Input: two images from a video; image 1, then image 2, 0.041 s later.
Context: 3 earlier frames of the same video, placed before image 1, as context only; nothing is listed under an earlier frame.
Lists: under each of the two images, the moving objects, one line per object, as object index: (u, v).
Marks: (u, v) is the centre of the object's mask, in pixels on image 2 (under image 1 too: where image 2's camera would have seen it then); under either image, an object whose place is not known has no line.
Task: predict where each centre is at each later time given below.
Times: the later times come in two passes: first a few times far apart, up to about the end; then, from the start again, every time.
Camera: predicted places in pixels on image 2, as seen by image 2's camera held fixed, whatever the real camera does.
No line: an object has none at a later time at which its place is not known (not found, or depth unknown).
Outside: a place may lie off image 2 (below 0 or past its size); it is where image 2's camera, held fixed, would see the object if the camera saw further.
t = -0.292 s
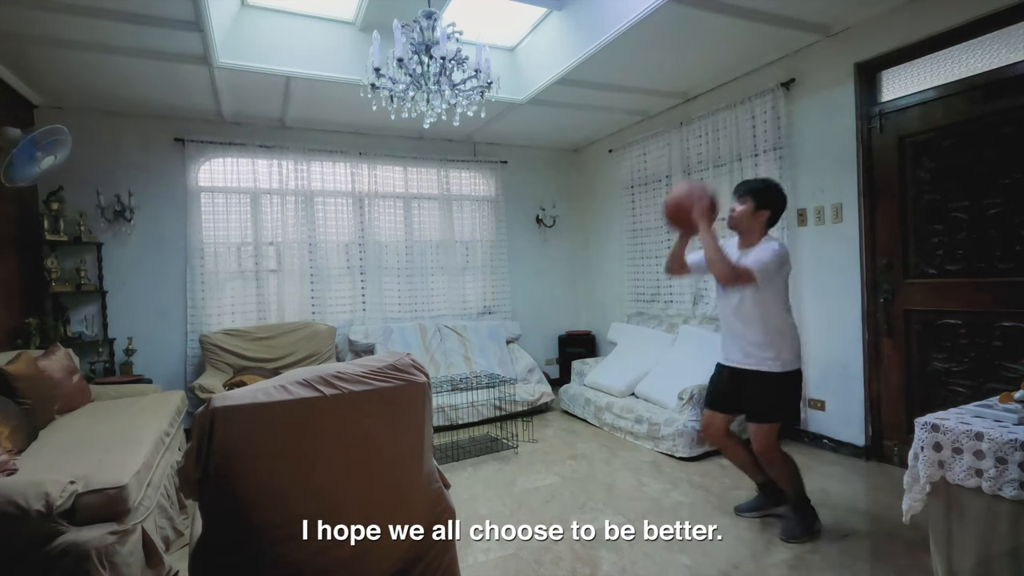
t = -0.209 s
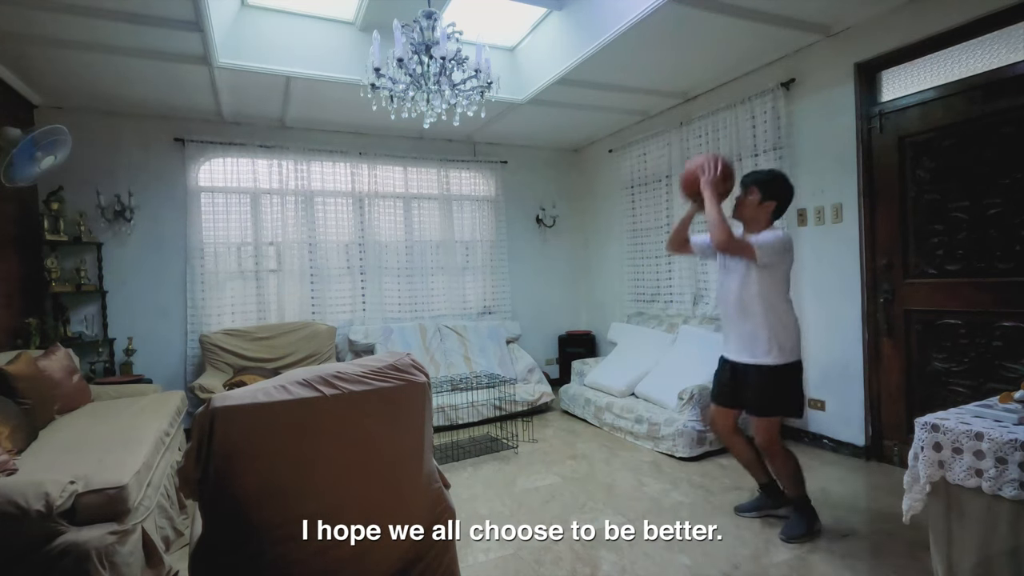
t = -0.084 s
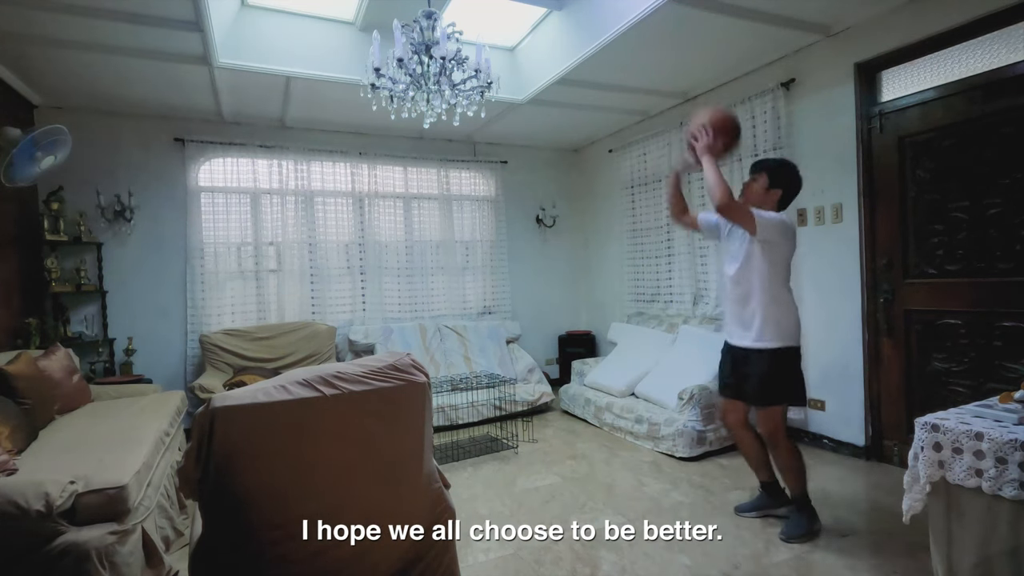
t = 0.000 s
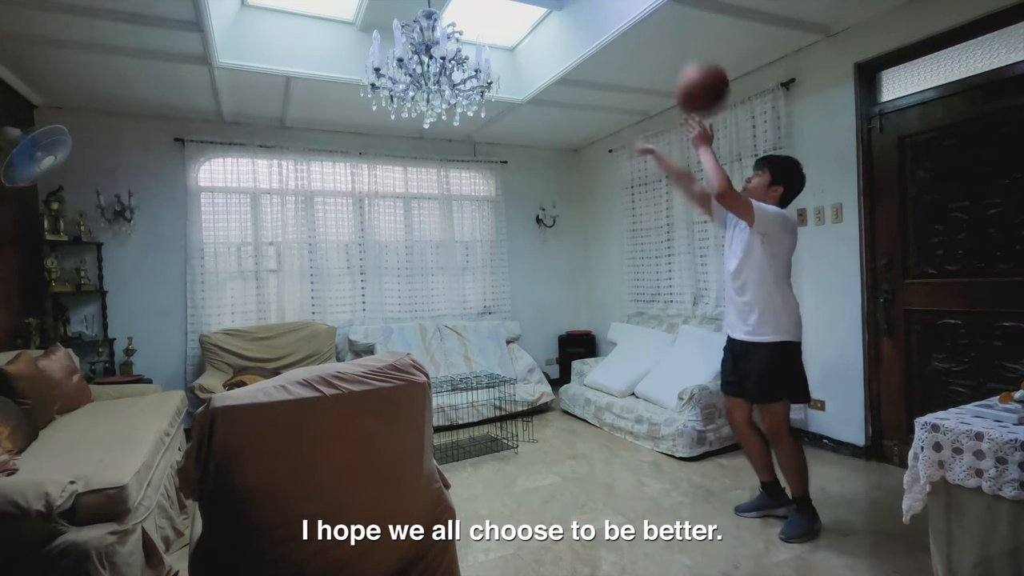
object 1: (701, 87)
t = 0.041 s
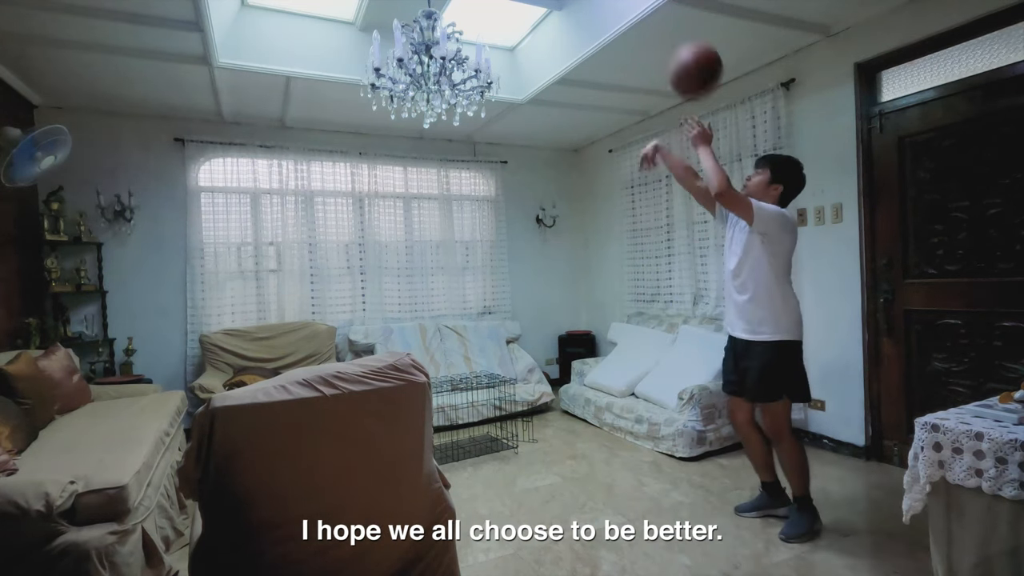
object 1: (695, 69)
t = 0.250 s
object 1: (667, 30)
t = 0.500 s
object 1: (641, 95)
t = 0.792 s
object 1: (618, 306)
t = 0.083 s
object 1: (689, 55)
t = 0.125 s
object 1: (683, 43)
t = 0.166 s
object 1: (677, 35)
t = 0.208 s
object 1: (672, 31)
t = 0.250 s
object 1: (667, 30)
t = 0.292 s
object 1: (663, 33)
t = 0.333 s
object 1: (659, 39)
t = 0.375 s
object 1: (654, 49)
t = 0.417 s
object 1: (649, 61)
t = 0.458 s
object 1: (644, 77)
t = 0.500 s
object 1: (641, 95)
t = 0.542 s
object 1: (637, 117)
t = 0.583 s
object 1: (634, 140)
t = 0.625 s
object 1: (631, 171)
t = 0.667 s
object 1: (628, 201)
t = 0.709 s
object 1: (624, 234)
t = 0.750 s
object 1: (621, 267)
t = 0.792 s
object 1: (618, 306)
